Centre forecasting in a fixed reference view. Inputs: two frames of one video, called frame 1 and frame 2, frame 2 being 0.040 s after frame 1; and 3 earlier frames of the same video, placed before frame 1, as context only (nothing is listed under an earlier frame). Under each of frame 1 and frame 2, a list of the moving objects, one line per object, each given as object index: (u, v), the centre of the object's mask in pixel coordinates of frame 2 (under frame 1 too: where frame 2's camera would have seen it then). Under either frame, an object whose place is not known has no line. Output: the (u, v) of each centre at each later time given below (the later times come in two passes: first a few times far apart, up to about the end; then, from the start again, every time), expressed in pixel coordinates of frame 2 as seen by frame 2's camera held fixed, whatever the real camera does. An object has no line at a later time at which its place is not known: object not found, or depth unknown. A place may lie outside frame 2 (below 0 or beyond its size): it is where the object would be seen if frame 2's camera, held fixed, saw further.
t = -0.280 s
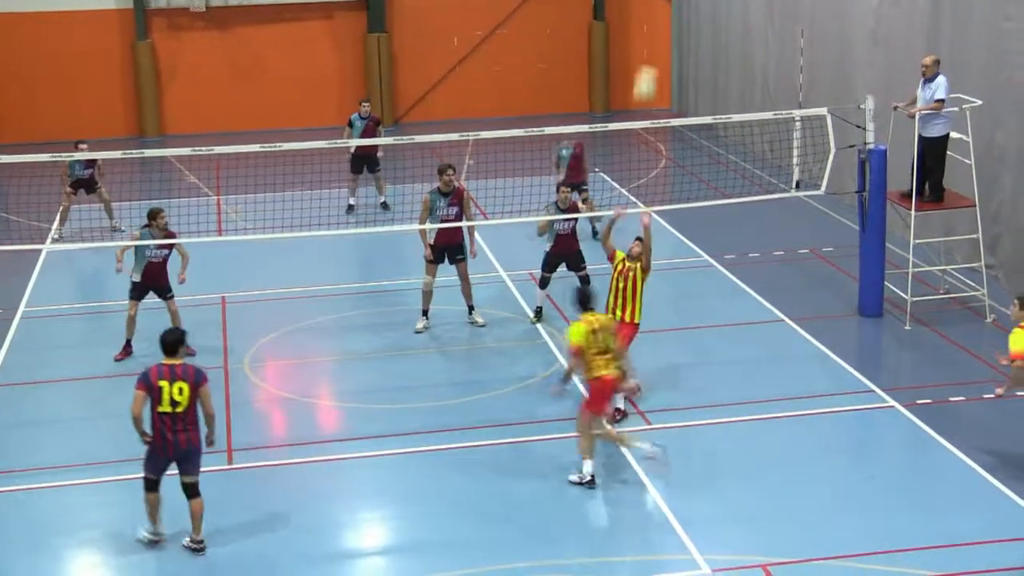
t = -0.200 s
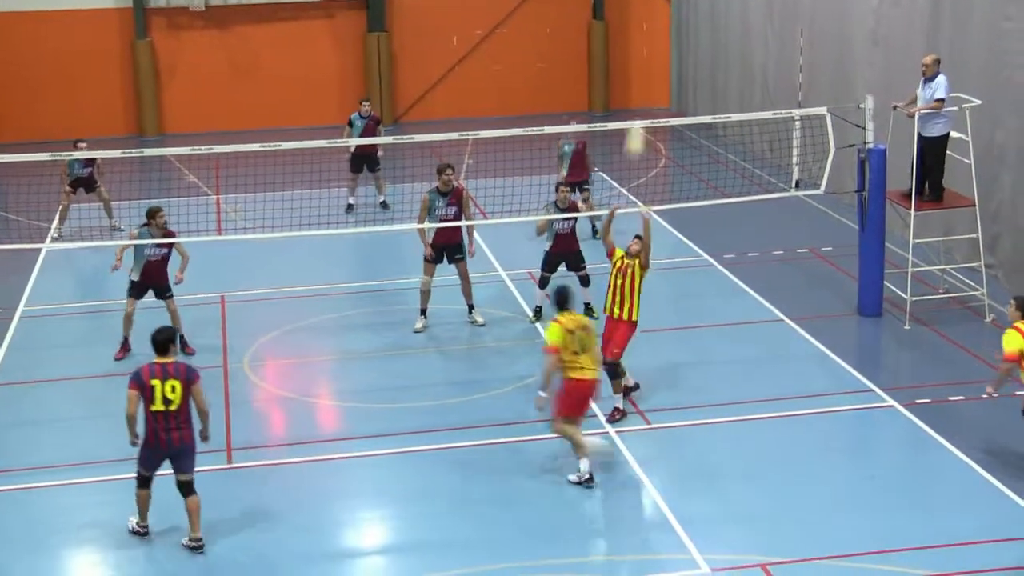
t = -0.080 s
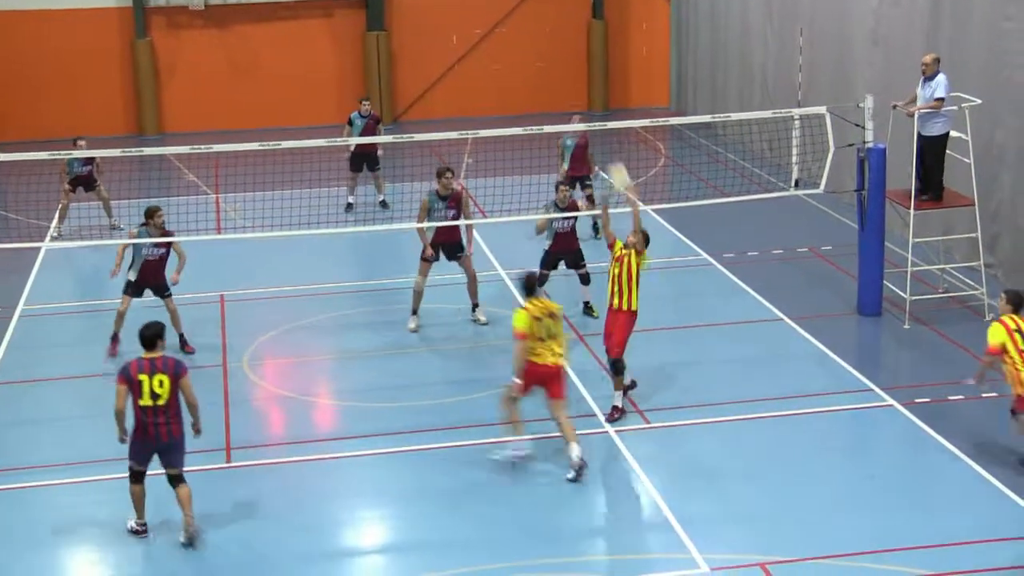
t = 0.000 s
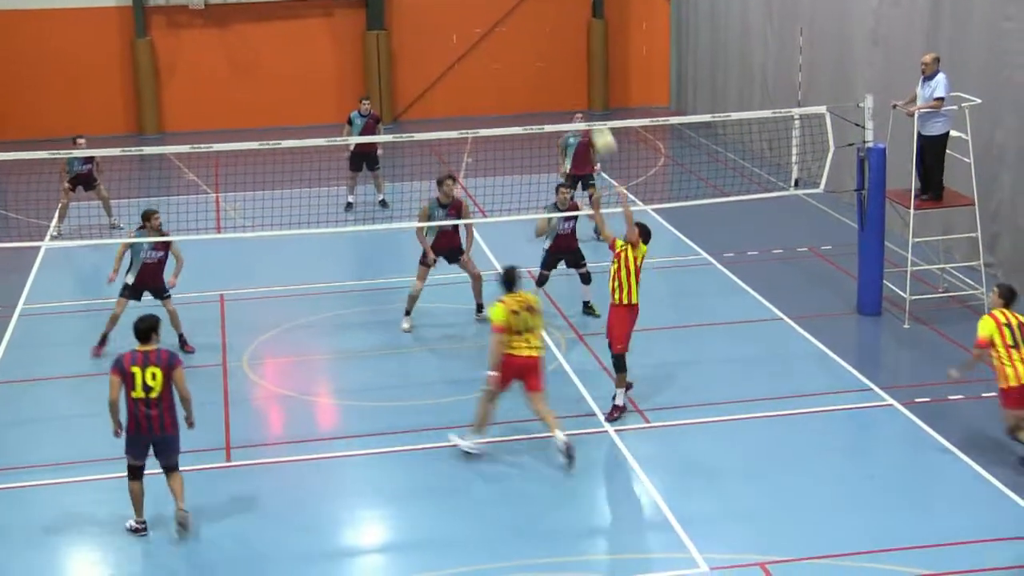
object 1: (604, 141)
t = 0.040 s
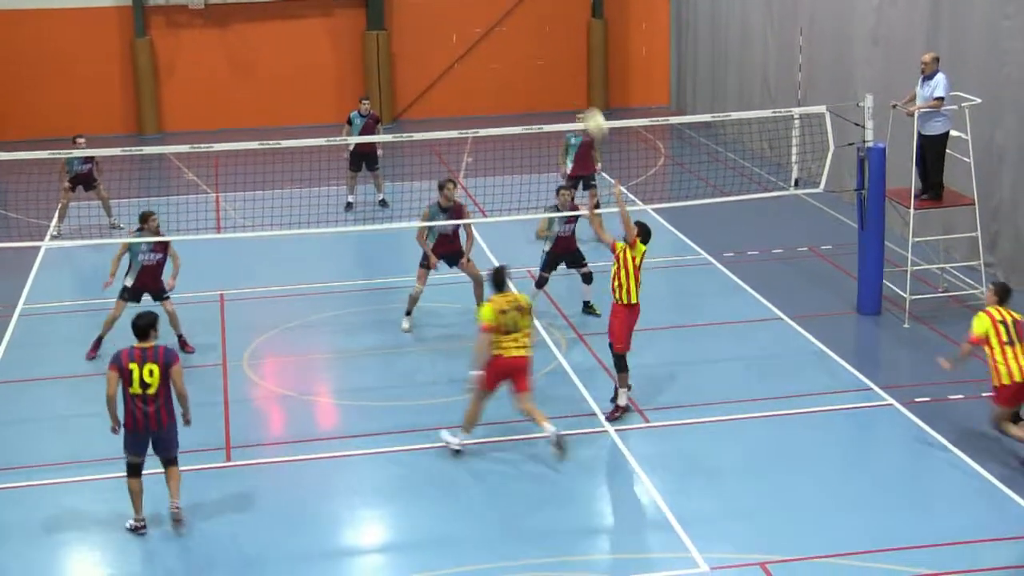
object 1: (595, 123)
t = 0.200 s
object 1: (564, 72)
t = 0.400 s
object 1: (528, 48)
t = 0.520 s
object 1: (508, 52)
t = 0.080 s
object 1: (588, 108)
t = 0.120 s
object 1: (580, 94)
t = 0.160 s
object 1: (573, 83)
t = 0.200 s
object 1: (564, 72)
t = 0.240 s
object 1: (557, 64)
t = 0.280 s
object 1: (550, 58)
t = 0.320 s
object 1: (543, 53)
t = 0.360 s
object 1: (536, 50)
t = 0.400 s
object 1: (528, 48)
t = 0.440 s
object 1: (522, 48)
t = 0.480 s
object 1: (515, 50)
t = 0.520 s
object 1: (508, 52)
